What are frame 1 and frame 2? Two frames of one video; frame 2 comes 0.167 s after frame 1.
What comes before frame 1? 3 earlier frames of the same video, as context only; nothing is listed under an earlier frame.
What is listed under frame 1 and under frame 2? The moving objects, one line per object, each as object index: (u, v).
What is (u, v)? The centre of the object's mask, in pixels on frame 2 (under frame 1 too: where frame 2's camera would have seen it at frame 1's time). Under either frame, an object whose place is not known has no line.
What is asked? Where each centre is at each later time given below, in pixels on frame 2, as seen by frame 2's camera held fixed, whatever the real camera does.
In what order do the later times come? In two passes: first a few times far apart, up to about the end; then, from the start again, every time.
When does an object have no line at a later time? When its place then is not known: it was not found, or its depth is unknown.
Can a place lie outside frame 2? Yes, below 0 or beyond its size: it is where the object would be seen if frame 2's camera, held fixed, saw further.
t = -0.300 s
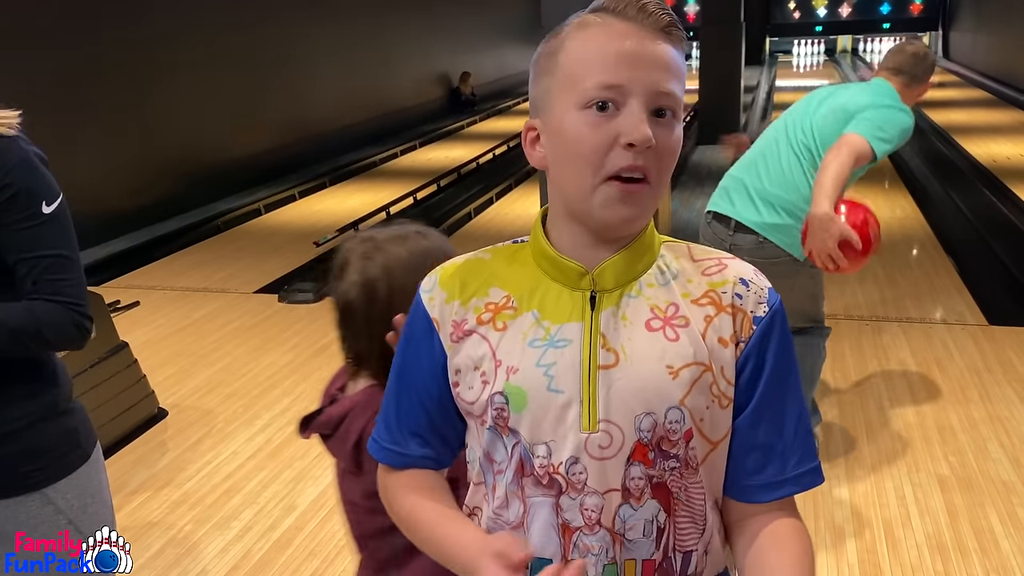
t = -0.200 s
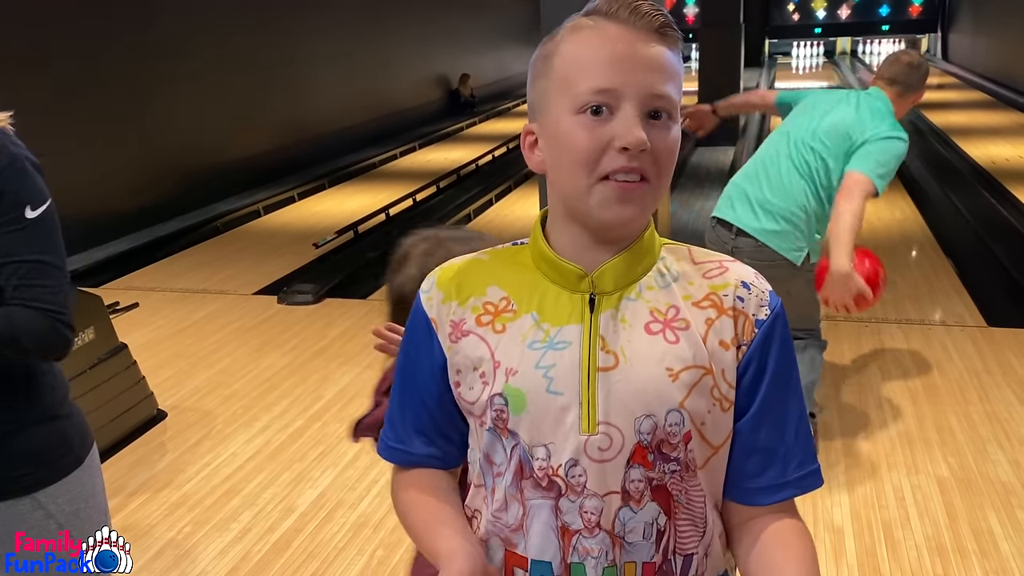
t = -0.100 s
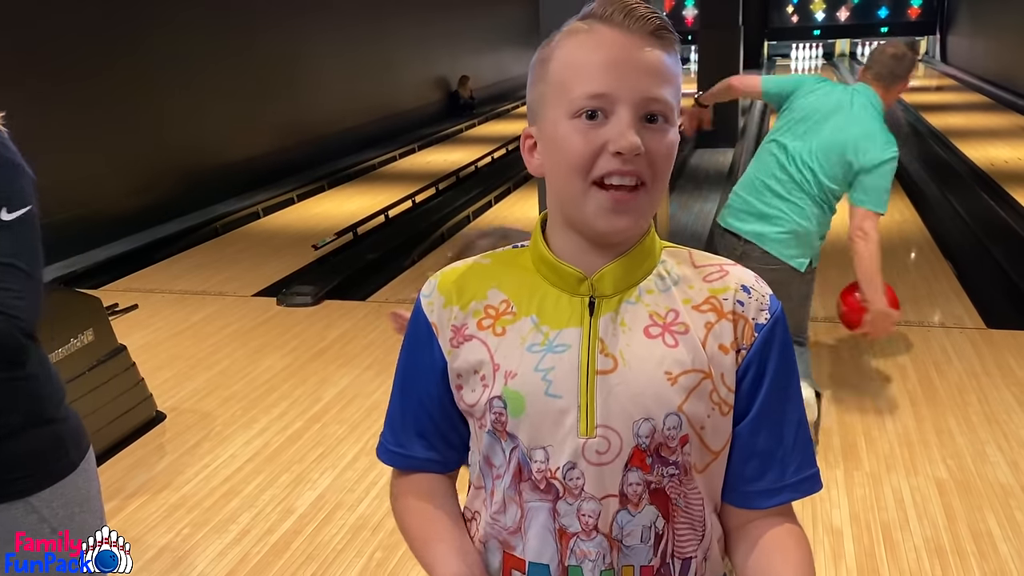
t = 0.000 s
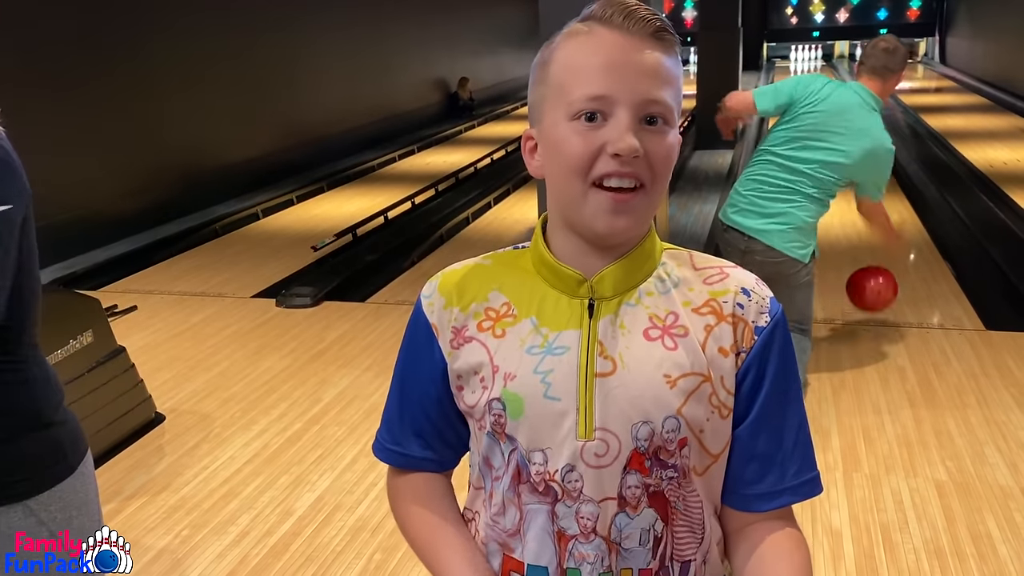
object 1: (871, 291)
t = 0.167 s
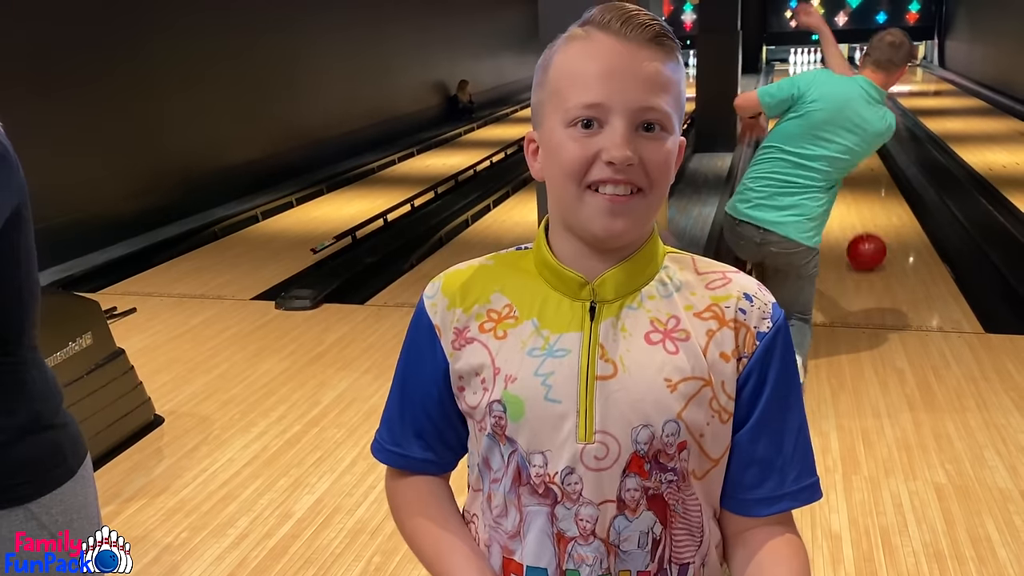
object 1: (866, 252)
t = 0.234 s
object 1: (865, 233)
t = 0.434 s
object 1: (863, 188)
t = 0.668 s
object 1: (865, 156)
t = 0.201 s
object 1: (865, 242)
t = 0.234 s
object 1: (865, 233)
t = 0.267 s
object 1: (865, 224)
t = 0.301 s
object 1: (864, 215)
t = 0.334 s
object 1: (864, 207)
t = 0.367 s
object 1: (863, 200)
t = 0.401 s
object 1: (863, 193)
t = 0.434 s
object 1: (863, 188)
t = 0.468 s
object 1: (862, 182)
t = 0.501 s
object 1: (862, 176)
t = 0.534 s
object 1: (862, 171)
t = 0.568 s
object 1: (863, 167)
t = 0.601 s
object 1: (864, 162)
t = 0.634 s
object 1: (865, 159)
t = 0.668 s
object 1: (865, 156)
